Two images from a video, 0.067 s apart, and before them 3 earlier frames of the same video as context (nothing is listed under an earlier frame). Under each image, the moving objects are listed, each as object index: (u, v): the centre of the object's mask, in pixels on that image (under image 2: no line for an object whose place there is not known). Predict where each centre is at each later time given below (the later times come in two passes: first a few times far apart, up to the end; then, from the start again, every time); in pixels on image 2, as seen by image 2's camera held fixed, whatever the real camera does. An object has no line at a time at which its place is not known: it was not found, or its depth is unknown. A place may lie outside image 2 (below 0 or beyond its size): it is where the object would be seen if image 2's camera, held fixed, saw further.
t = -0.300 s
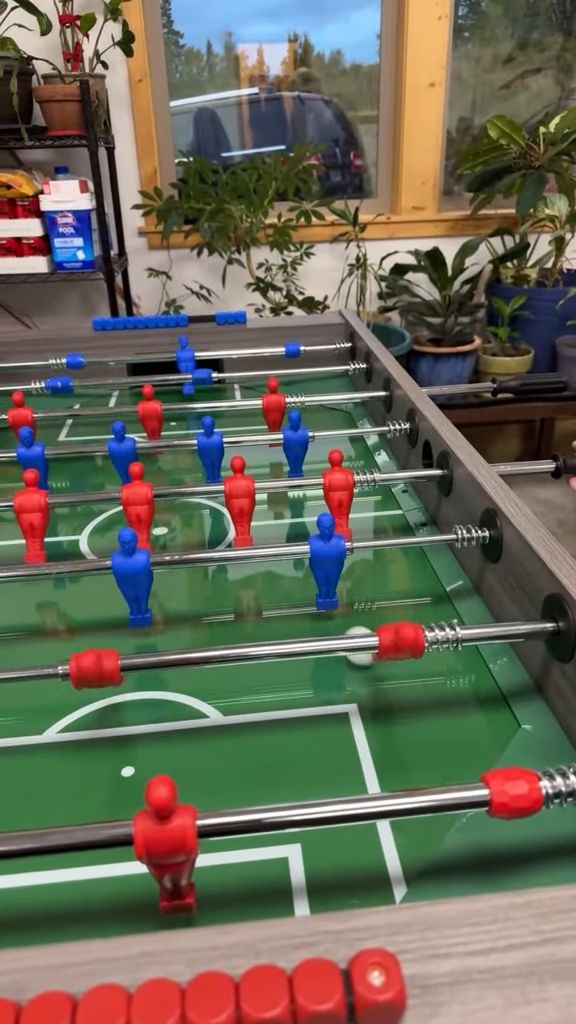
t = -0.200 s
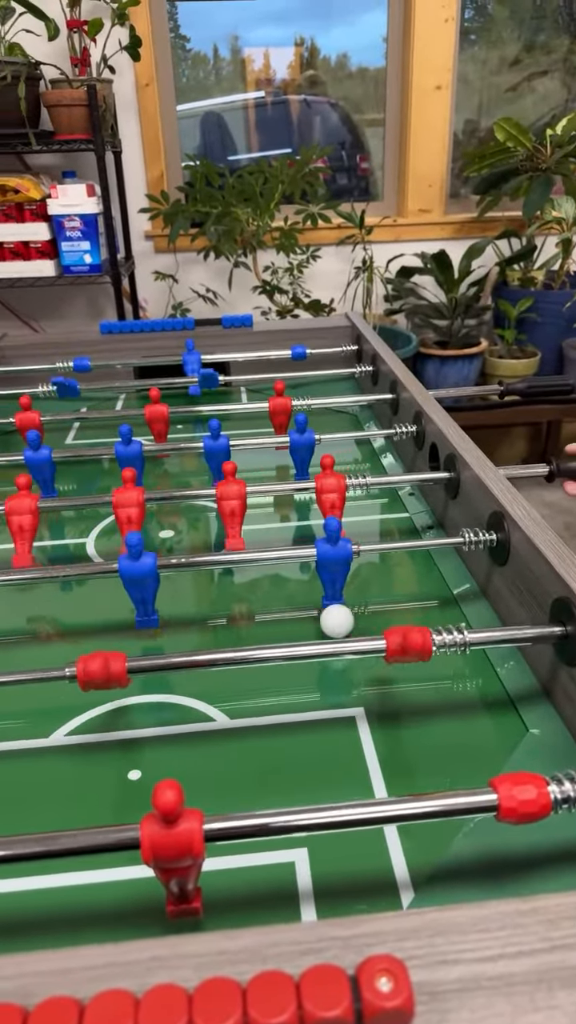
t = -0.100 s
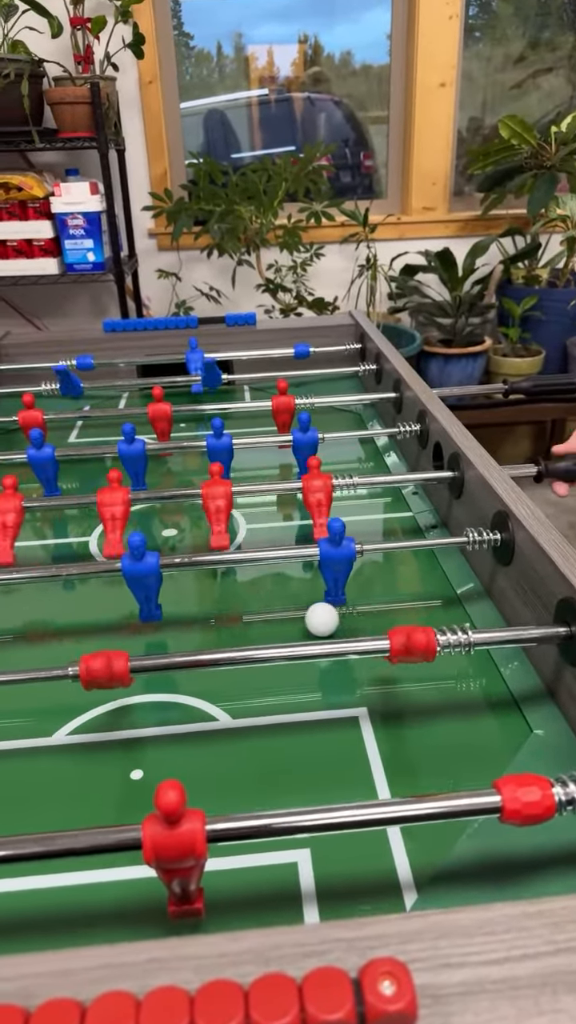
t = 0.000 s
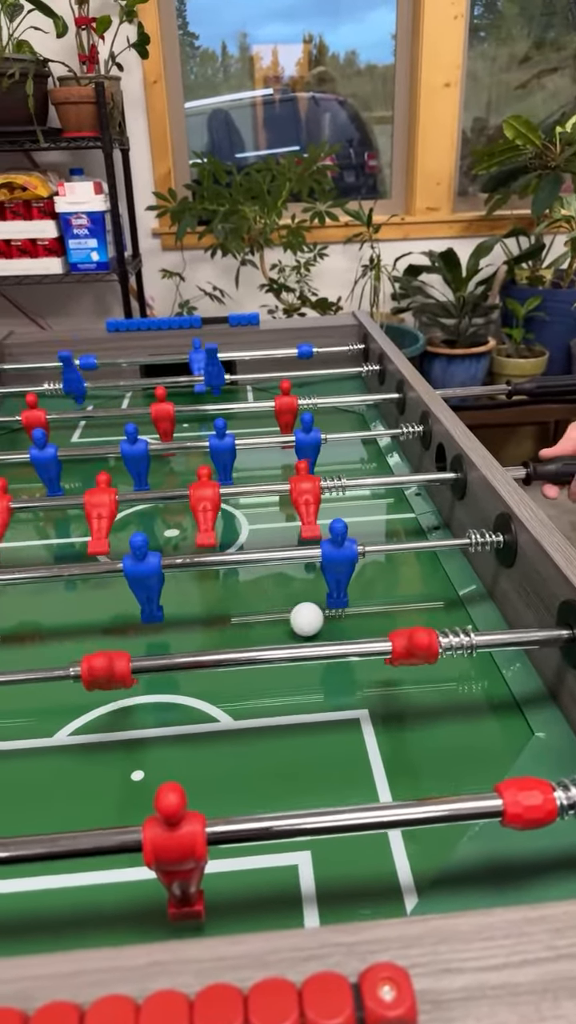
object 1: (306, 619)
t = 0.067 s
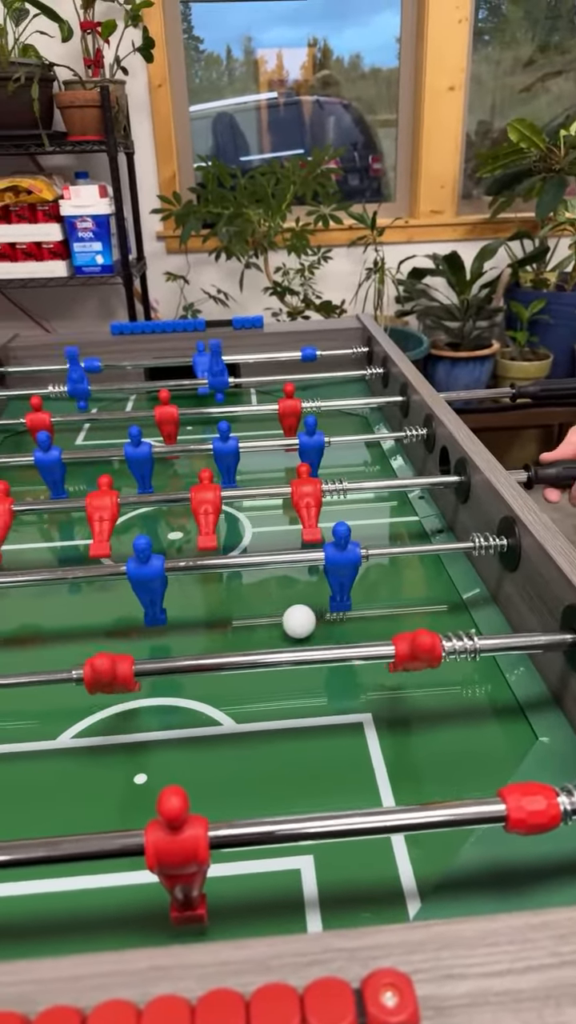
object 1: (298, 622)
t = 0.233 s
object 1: (272, 619)
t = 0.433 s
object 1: (240, 617)
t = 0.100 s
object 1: (294, 621)
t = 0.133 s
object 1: (288, 621)
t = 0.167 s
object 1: (283, 620)
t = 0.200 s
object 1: (277, 620)
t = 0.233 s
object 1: (272, 619)
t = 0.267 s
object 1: (266, 619)
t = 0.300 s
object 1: (261, 618)
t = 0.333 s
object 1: (256, 618)
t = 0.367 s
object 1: (250, 618)
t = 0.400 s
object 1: (245, 618)
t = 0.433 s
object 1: (240, 617)
